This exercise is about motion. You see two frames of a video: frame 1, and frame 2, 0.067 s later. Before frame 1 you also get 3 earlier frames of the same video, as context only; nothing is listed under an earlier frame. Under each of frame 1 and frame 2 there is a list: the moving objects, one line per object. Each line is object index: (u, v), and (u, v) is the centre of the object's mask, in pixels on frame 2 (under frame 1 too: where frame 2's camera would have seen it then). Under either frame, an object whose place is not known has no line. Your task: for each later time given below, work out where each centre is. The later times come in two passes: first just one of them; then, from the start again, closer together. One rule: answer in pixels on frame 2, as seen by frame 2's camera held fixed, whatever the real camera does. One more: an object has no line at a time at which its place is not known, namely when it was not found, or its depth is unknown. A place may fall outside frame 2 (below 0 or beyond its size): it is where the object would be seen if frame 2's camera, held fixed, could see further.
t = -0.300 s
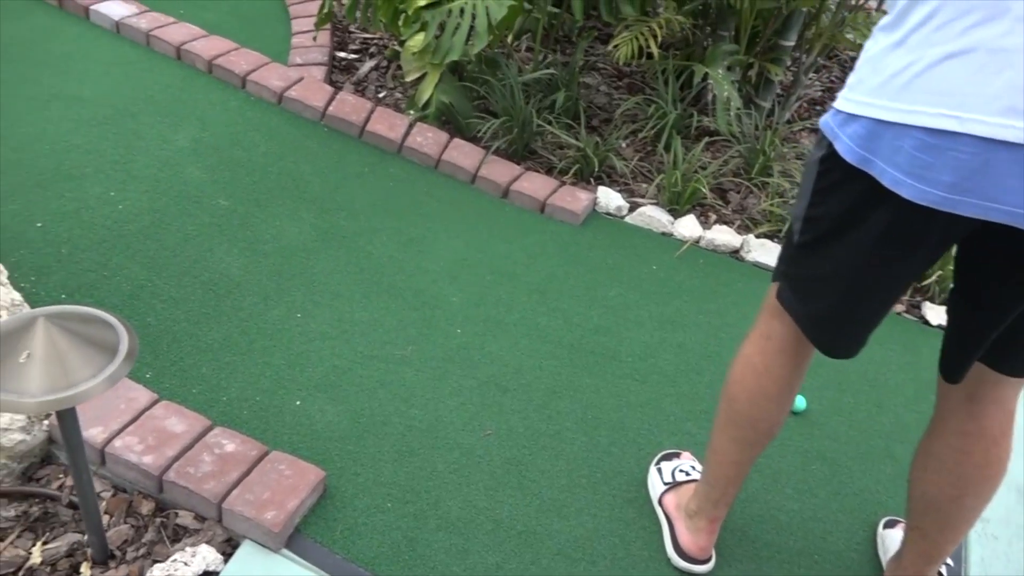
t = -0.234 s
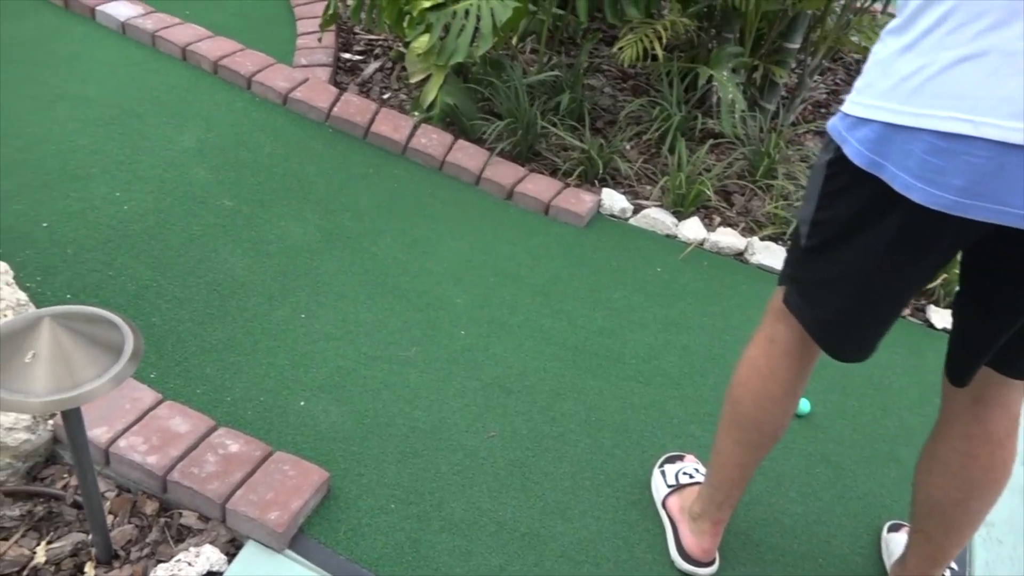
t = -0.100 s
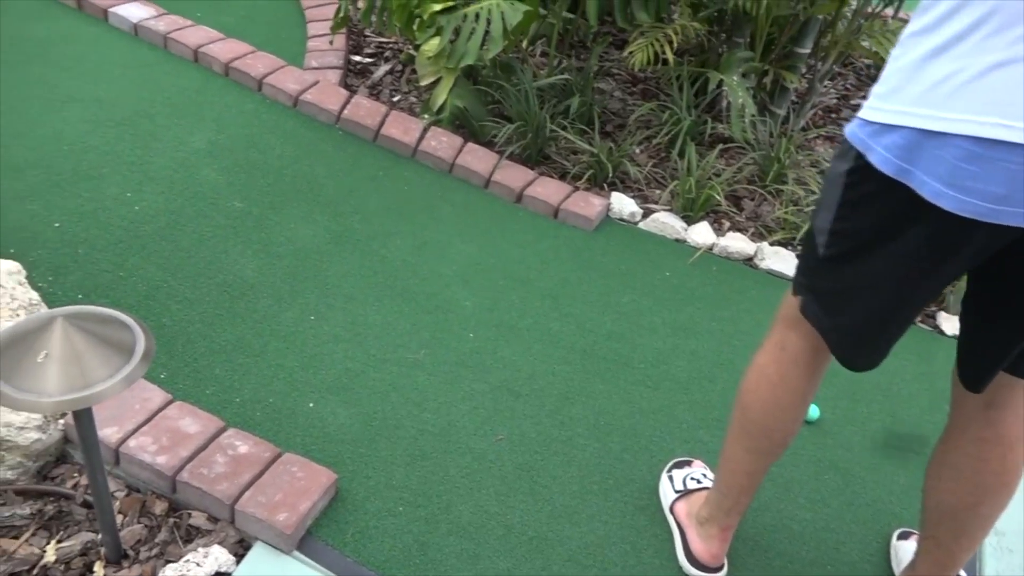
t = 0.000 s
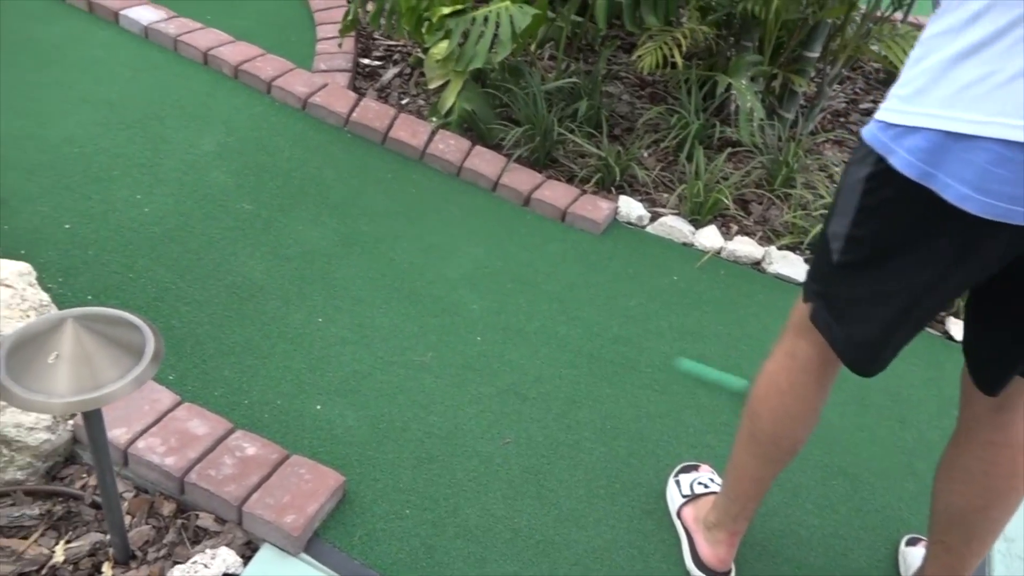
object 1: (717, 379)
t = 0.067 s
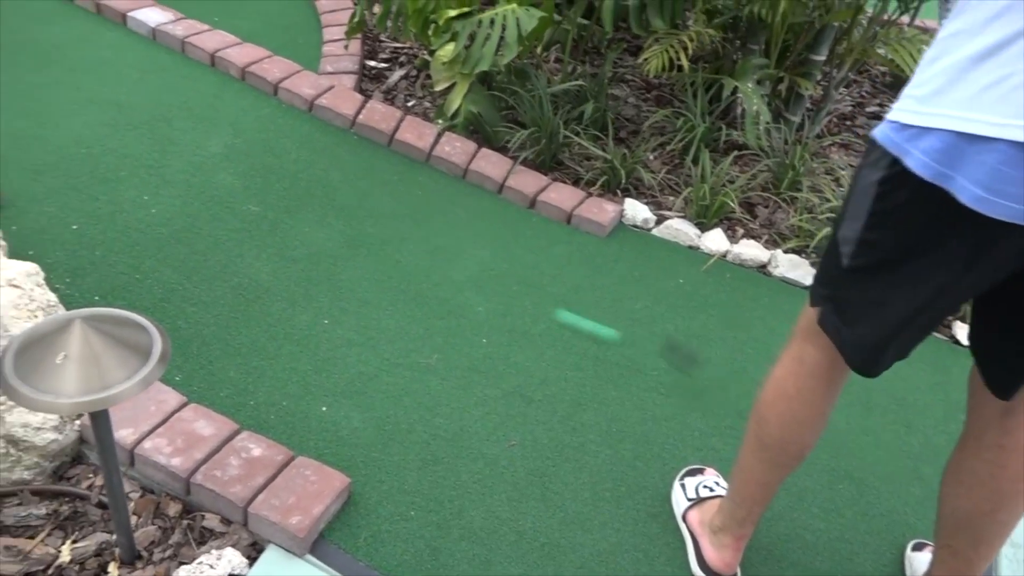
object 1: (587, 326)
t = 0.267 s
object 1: (303, 184)
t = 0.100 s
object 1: (528, 302)
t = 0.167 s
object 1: (423, 258)
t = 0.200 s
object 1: (378, 234)
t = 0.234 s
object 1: (339, 209)
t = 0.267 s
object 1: (303, 184)
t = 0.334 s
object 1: (236, 141)
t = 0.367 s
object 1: (206, 123)
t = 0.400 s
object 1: (176, 108)
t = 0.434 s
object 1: (147, 93)
